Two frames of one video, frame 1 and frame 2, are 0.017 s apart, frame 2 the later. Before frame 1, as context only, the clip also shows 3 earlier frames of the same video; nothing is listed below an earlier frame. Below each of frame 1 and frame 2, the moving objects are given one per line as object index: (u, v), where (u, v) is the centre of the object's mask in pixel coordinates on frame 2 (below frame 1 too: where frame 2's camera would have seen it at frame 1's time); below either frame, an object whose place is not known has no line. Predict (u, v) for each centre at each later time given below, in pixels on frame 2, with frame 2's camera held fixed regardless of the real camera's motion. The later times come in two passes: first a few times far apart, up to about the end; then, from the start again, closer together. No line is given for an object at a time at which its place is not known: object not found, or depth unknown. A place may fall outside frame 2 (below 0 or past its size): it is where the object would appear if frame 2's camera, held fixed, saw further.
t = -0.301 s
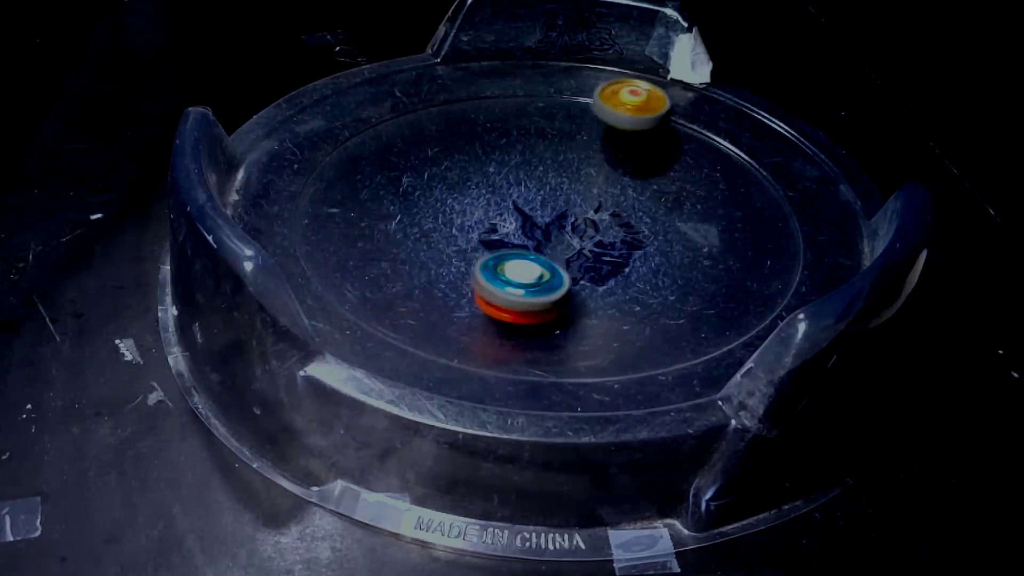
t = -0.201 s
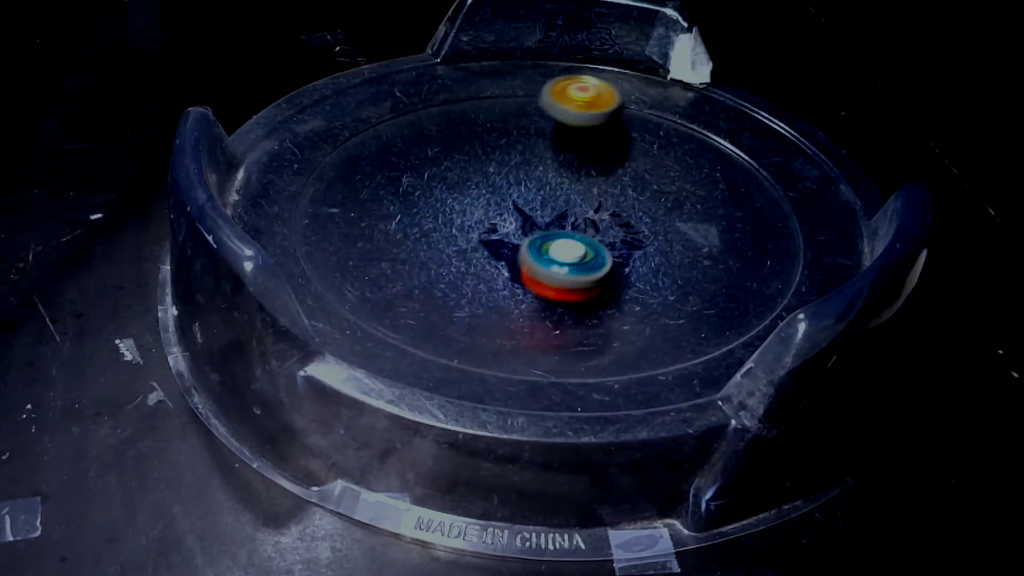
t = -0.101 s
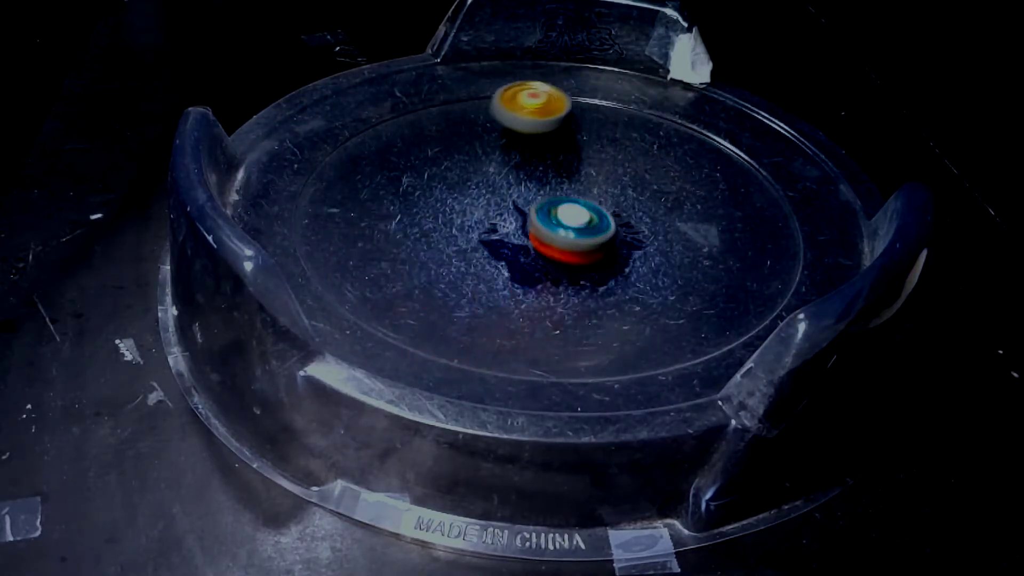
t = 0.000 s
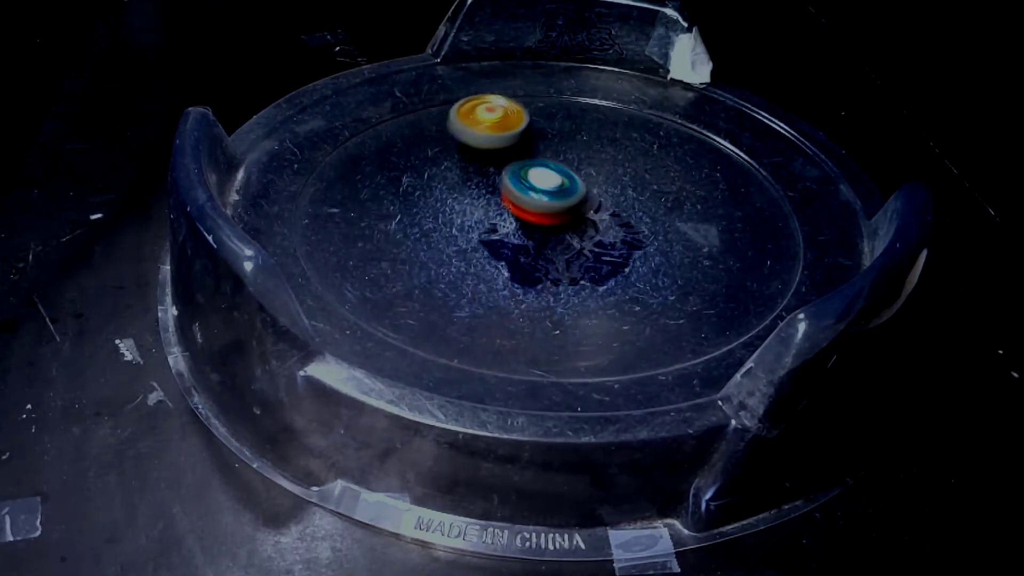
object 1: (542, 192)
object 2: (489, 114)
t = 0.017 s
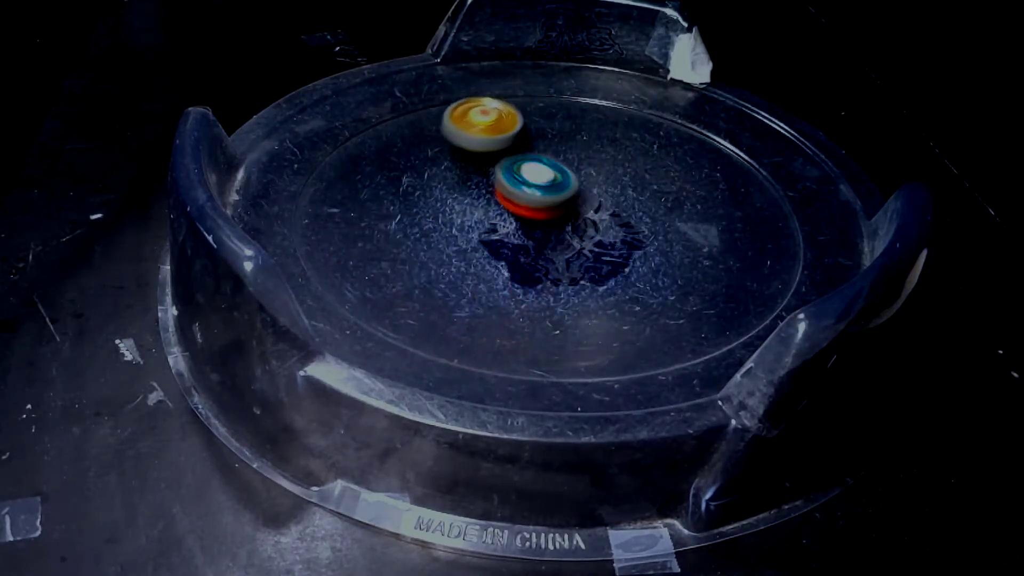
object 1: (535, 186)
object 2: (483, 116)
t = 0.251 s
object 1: (479, 188)
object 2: (396, 141)
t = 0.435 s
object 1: (575, 222)
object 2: (323, 160)
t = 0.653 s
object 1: (627, 172)
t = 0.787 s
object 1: (588, 148)
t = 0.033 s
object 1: (527, 181)
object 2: (477, 119)
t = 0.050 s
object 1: (525, 181)
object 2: (467, 117)
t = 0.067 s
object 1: (524, 183)
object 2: (456, 115)
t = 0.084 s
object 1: (523, 185)
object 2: (446, 113)
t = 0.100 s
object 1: (520, 186)
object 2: (438, 113)
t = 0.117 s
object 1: (518, 187)
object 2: (431, 115)
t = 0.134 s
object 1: (514, 187)
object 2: (425, 117)
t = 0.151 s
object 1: (509, 187)
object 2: (419, 119)
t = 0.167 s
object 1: (504, 186)
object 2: (414, 122)
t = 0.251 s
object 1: (479, 188)
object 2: (396, 141)
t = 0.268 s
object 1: (476, 190)
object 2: (394, 145)
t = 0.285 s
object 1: (478, 195)
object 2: (389, 149)
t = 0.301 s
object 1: (490, 202)
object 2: (373, 147)
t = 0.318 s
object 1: (501, 207)
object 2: (360, 145)
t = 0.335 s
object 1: (514, 214)
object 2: (349, 145)
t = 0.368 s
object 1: (537, 221)
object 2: (333, 147)
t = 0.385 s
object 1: (549, 224)
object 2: (328, 149)
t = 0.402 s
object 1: (558, 224)
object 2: (325, 152)
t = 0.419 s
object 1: (567, 224)
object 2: (324, 156)
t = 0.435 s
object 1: (575, 222)
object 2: (323, 160)
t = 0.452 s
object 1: (584, 220)
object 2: (323, 163)
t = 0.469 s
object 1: (592, 218)
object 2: (323, 167)
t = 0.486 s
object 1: (599, 215)
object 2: (323, 172)
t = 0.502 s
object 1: (606, 212)
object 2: (325, 176)
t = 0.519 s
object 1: (612, 208)
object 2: (327, 180)
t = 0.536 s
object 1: (616, 203)
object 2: (329, 185)
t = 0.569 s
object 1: (623, 194)
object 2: (336, 194)
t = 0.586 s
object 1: (626, 190)
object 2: (339, 198)
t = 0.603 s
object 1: (627, 185)
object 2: (344, 202)
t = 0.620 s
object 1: (628, 181)
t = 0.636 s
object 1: (628, 176)
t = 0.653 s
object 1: (627, 172)
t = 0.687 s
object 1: (621, 163)
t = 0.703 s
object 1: (618, 159)
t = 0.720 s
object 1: (613, 156)
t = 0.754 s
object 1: (601, 151)
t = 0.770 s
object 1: (595, 149)
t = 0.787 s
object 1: (588, 148)
